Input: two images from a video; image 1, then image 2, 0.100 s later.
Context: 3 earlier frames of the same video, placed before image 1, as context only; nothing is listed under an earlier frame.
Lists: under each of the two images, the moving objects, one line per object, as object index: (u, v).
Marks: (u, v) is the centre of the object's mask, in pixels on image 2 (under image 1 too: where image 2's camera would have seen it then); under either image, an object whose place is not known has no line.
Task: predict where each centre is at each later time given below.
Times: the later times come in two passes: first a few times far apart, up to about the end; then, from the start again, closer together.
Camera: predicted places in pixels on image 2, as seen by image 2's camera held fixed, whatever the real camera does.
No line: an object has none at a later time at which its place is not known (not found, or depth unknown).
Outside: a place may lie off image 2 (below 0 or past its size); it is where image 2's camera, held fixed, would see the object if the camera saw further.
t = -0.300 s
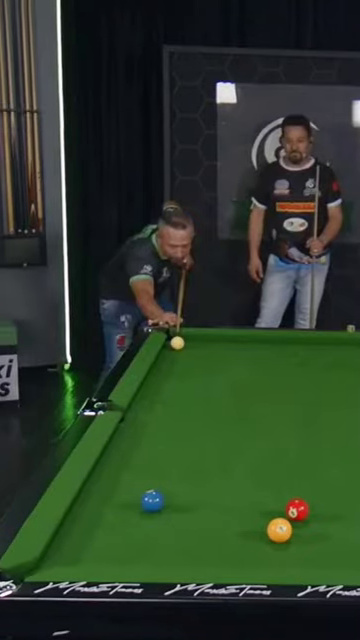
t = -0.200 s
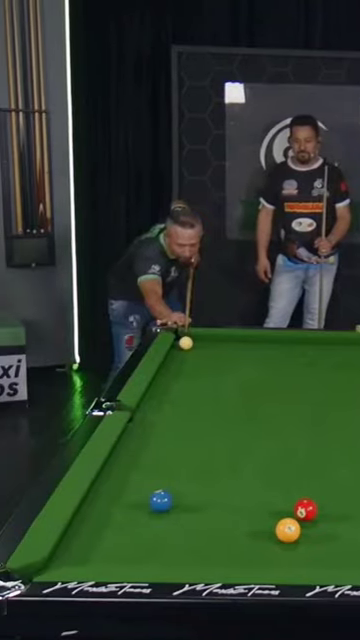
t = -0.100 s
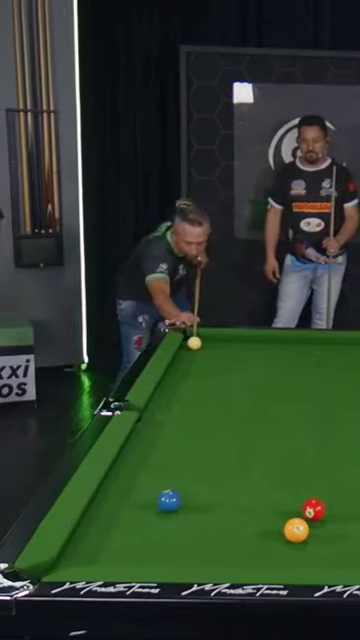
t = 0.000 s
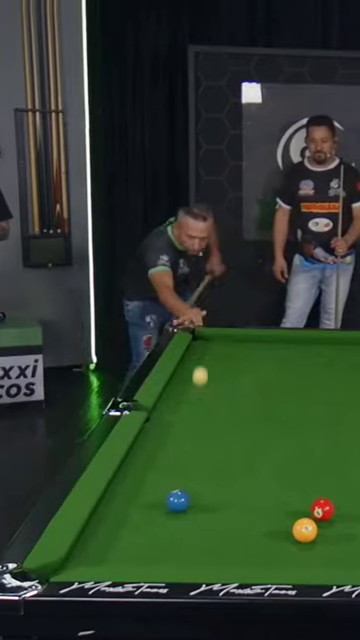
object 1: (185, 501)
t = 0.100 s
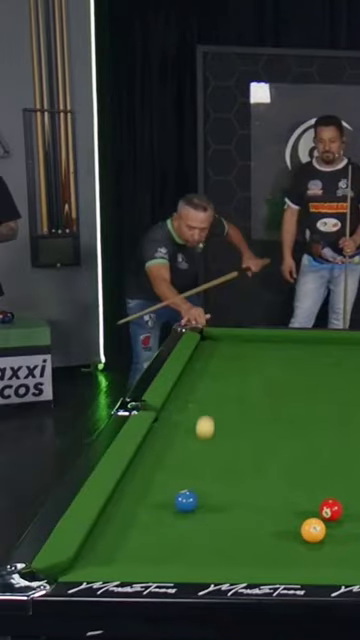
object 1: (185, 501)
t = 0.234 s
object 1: (143, 525)
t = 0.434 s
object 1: (121, 514)
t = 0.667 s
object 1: (160, 450)
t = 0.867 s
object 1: (184, 411)
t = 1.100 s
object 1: (207, 375)
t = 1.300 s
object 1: (221, 351)
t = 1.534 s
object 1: (227, 343)
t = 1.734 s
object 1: (220, 356)
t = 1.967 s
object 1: (212, 371)
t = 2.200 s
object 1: (203, 387)
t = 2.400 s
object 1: (195, 403)
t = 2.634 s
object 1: (184, 422)
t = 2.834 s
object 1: (174, 441)
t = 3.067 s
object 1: (160, 465)
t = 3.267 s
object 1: (148, 488)
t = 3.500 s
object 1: (131, 517)
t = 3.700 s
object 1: (115, 545)
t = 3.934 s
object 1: (106, 556)
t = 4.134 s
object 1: (112, 539)
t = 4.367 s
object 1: (118, 520)
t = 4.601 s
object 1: (123, 505)
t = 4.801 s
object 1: (126, 493)
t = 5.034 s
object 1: (130, 480)
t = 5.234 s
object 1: (135, 470)
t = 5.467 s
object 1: (142, 460)
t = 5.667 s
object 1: (146, 452)
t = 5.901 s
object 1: (152, 444)
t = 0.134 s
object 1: (186, 501)
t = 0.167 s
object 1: (185, 501)
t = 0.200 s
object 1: (179, 505)
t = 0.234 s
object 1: (143, 525)
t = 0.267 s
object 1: (103, 546)
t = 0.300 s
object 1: (88, 561)
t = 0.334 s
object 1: (98, 554)
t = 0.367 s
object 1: (105, 540)
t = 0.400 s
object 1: (113, 526)
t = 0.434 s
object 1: (121, 514)
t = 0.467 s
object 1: (126, 504)
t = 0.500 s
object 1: (133, 494)
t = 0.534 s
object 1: (138, 484)
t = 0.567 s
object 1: (144, 475)
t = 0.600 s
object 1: (149, 466)
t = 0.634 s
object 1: (154, 458)
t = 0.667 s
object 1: (160, 450)
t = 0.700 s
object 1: (164, 443)
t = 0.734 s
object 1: (168, 436)
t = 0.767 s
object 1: (172, 429)
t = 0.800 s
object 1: (177, 423)
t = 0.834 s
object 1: (181, 416)
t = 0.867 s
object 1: (184, 411)
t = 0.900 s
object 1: (188, 405)
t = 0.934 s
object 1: (191, 400)
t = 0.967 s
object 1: (194, 394)
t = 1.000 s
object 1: (197, 389)
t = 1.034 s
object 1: (201, 384)
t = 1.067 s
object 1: (203, 379)
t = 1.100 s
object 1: (207, 375)
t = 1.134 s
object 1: (209, 371)
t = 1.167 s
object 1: (211, 366)
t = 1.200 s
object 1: (214, 362)
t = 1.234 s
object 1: (217, 358)
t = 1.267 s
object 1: (218, 354)
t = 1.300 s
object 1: (221, 351)
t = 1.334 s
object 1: (223, 347)
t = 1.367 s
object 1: (225, 344)
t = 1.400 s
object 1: (228, 341)
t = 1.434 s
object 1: (230, 337)
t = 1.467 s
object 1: (229, 338)
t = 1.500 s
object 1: (227, 341)
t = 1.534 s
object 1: (227, 343)
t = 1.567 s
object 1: (225, 345)
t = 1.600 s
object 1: (224, 348)
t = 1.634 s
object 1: (223, 350)
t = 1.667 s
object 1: (222, 352)
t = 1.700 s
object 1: (220, 354)
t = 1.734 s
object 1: (220, 356)
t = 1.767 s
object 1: (219, 358)
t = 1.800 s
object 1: (217, 360)
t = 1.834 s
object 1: (217, 362)
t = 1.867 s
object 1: (214, 364)
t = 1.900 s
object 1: (214, 366)
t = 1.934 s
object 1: (213, 368)
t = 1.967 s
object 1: (212, 371)
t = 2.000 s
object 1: (210, 373)
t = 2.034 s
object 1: (210, 375)
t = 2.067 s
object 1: (208, 377)
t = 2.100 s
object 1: (207, 380)
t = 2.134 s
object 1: (206, 383)
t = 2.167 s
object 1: (205, 385)
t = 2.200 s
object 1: (203, 387)
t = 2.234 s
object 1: (202, 390)
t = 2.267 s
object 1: (201, 393)
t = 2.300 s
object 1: (199, 395)
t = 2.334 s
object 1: (198, 397)
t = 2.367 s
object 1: (197, 400)
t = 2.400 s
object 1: (195, 403)
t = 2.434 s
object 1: (194, 406)
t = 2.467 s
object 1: (192, 408)
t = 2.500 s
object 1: (191, 411)
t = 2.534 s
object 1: (189, 414)
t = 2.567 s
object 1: (188, 417)
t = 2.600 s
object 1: (186, 419)
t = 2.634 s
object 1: (184, 422)
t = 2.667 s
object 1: (182, 425)
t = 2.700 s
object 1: (181, 428)
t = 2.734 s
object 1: (179, 432)
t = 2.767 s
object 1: (178, 434)
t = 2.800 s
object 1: (177, 437)
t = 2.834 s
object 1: (174, 441)
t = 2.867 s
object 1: (172, 444)
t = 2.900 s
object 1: (170, 447)
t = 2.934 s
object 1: (168, 451)
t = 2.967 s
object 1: (166, 454)
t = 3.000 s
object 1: (165, 457)
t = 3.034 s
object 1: (162, 461)
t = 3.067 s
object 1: (160, 465)
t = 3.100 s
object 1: (158, 468)
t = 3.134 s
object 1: (156, 472)
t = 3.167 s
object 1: (154, 476)
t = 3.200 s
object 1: (152, 480)
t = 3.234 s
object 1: (150, 483)
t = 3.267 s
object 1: (148, 488)
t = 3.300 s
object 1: (145, 492)
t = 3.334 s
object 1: (143, 496)
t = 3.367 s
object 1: (140, 500)
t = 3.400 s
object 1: (138, 504)
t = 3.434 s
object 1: (136, 509)
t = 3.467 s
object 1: (134, 513)
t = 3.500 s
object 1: (131, 517)
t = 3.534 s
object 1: (128, 522)
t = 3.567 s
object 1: (125, 526)
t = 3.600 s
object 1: (123, 531)
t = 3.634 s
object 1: (120, 536)
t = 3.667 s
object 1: (117, 541)
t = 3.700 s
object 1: (115, 545)
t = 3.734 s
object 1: (111, 551)
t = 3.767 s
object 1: (109, 555)
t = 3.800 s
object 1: (106, 558)
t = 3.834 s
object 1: (103, 561)
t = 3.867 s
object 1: (103, 560)
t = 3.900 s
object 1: (105, 557)
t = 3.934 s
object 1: (106, 556)
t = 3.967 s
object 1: (107, 554)
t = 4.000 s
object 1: (108, 551)
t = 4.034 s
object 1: (109, 548)
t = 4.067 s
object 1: (110, 545)
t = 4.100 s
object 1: (111, 542)
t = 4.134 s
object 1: (112, 539)
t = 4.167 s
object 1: (113, 536)
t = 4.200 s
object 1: (114, 533)
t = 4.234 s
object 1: (115, 530)
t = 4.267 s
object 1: (116, 528)
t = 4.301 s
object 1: (117, 525)
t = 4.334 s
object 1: (117, 523)
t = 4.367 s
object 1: (118, 520)
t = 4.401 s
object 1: (120, 518)
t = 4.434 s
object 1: (121, 516)
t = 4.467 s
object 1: (121, 513)
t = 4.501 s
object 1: (121, 511)
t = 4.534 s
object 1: (122, 509)
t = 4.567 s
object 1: (123, 506)
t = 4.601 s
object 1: (123, 505)
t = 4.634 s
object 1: (124, 502)
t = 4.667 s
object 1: (124, 501)
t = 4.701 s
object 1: (125, 498)
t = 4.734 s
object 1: (125, 496)
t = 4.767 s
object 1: (126, 494)
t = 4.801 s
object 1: (126, 493)
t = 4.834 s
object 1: (127, 491)
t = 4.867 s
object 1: (127, 489)
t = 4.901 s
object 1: (128, 487)
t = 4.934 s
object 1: (128, 485)
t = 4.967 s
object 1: (128, 483)
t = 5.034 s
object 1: (130, 480)
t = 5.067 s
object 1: (131, 478)
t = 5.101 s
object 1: (131, 477)
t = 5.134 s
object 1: (132, 475)
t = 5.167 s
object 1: (133, 473)
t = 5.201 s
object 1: (134, 472)
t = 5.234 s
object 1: (135, 470)
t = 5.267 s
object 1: (136, 469)
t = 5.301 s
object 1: (137, 467)
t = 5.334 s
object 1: (138, 466)
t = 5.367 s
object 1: (139, 464)
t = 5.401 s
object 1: (140, 463)
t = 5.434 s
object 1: (141, 462)
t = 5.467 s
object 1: (142, 460)
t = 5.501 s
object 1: (143, 459)
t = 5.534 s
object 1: (144, 457)
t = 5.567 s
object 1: (144, 456)
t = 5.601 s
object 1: (145, 455)
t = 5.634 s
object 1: (146, 454)
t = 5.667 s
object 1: (146, 452)
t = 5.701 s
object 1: (147, 451)
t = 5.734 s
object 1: (148, 450)
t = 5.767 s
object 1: (149, 449)
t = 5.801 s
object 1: (150, 447)
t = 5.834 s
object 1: (150, 446)
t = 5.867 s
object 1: (151, 445)
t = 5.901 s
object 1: (152, 444)
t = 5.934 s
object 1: (153, 443)
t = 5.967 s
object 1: (153, 442)
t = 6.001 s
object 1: (154, 440)
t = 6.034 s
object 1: (157, 439)
